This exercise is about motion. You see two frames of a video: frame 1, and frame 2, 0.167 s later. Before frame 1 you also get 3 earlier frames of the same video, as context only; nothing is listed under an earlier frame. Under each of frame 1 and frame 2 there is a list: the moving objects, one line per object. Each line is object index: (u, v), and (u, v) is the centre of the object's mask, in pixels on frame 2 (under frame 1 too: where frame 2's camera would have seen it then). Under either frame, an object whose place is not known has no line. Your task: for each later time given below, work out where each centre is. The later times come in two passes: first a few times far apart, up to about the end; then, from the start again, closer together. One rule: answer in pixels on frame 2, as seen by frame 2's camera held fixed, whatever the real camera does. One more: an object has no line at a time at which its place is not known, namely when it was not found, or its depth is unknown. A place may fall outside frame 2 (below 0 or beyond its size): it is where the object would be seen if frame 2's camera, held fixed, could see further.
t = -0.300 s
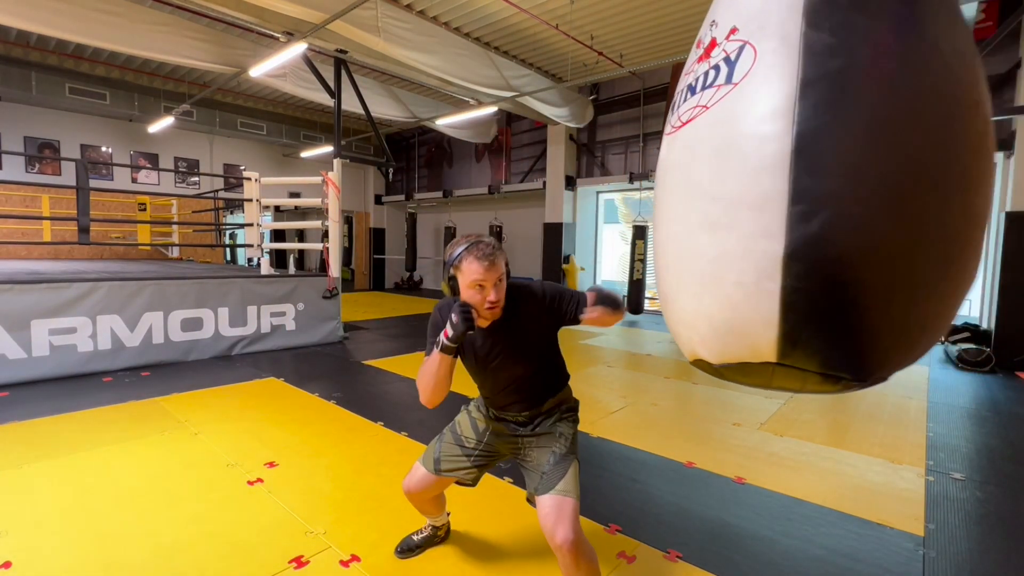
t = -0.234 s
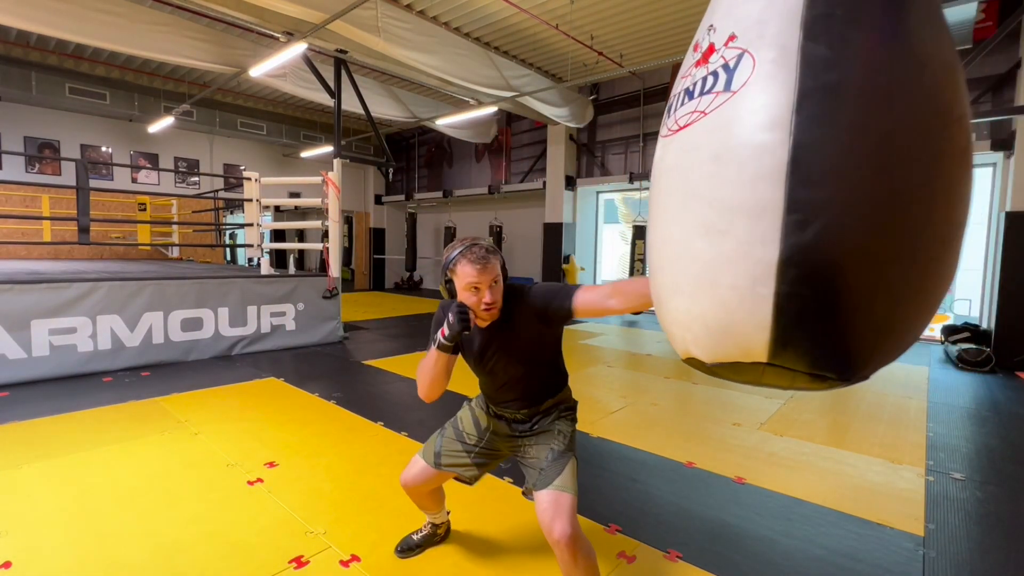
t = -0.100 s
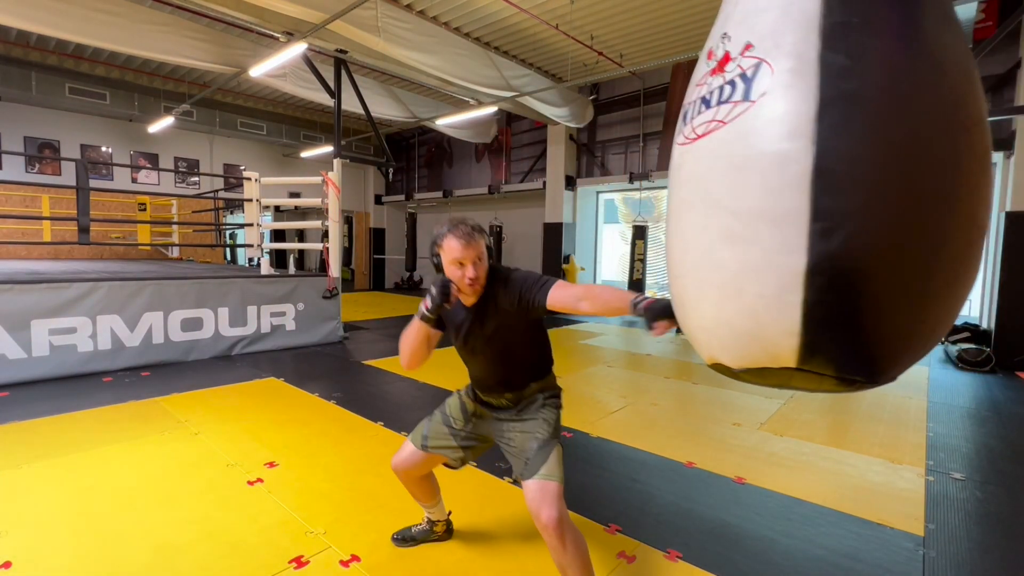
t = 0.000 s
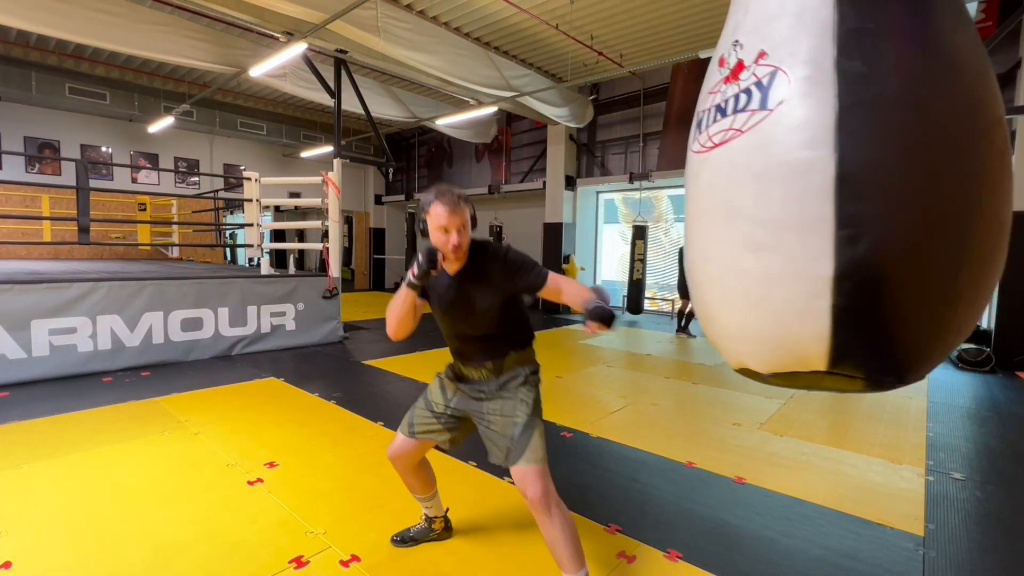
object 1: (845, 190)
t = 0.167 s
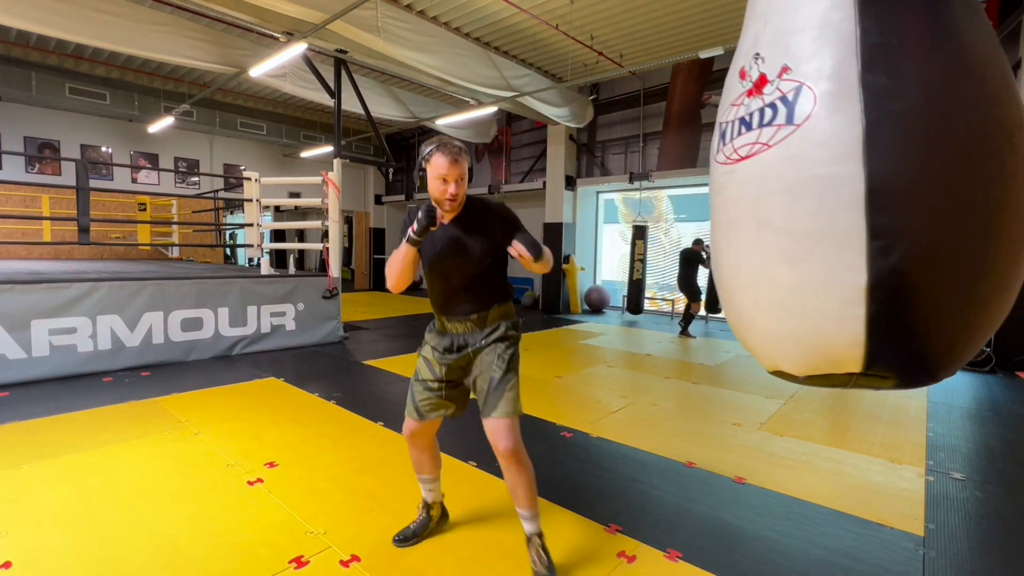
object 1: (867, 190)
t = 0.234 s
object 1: (871, 189)
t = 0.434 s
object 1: (875, 185)
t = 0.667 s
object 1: (853, 181)
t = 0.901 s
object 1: (819, 181)
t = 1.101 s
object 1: (792, 184)
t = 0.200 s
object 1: (869, 188)
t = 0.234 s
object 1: (871, 189)
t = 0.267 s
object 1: (873, 188)
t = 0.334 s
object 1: (875, 187)
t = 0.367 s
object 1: (876, 186)
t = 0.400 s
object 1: (875, 185)
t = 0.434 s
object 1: (875, 185)
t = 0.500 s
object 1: (871, 183)
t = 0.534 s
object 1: (869, 183)
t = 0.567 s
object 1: (866, 183)
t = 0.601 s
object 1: (861, 181)
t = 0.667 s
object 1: (853, 181)
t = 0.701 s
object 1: (849, 181)
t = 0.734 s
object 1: (844, 181)
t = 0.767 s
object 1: (839, 181)
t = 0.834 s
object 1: (829, 181)
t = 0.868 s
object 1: (824, 181)
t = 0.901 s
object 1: (819, 181)
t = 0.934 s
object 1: (813, 181)
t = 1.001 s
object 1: (803, 181)
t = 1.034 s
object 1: (800, 183)
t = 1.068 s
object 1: (797, 183)
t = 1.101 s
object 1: (792, 184)
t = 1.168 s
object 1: (786, 184)
